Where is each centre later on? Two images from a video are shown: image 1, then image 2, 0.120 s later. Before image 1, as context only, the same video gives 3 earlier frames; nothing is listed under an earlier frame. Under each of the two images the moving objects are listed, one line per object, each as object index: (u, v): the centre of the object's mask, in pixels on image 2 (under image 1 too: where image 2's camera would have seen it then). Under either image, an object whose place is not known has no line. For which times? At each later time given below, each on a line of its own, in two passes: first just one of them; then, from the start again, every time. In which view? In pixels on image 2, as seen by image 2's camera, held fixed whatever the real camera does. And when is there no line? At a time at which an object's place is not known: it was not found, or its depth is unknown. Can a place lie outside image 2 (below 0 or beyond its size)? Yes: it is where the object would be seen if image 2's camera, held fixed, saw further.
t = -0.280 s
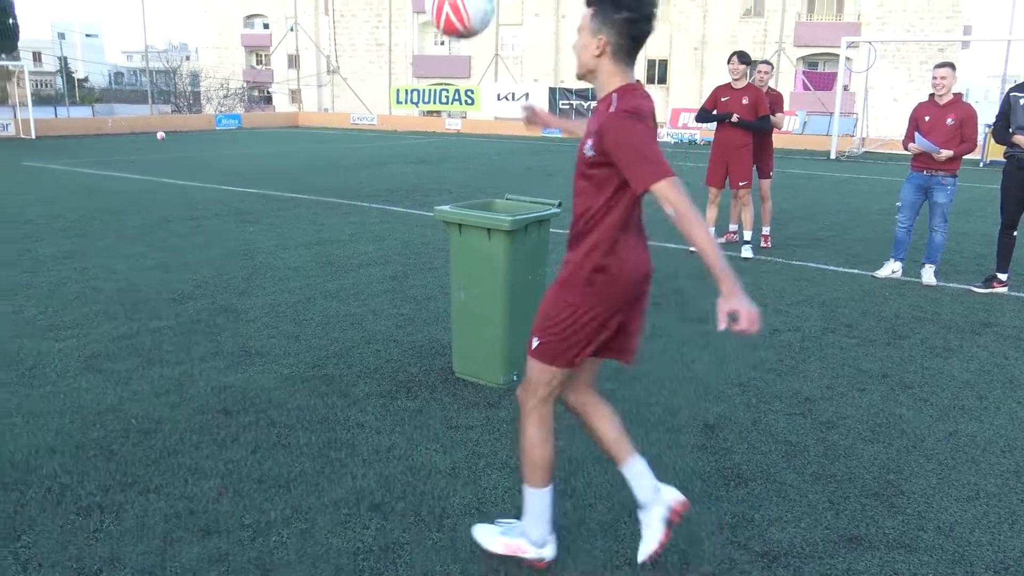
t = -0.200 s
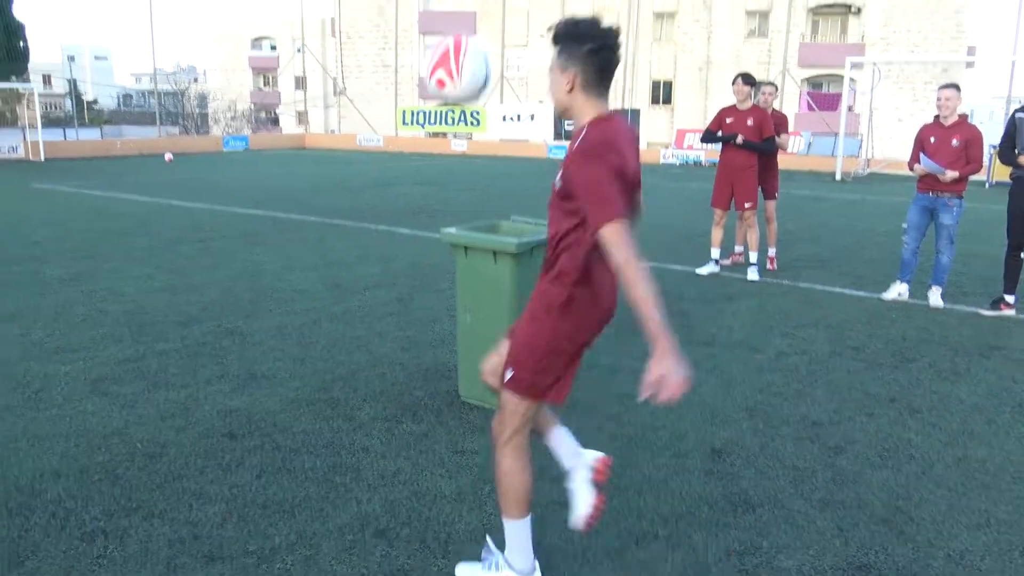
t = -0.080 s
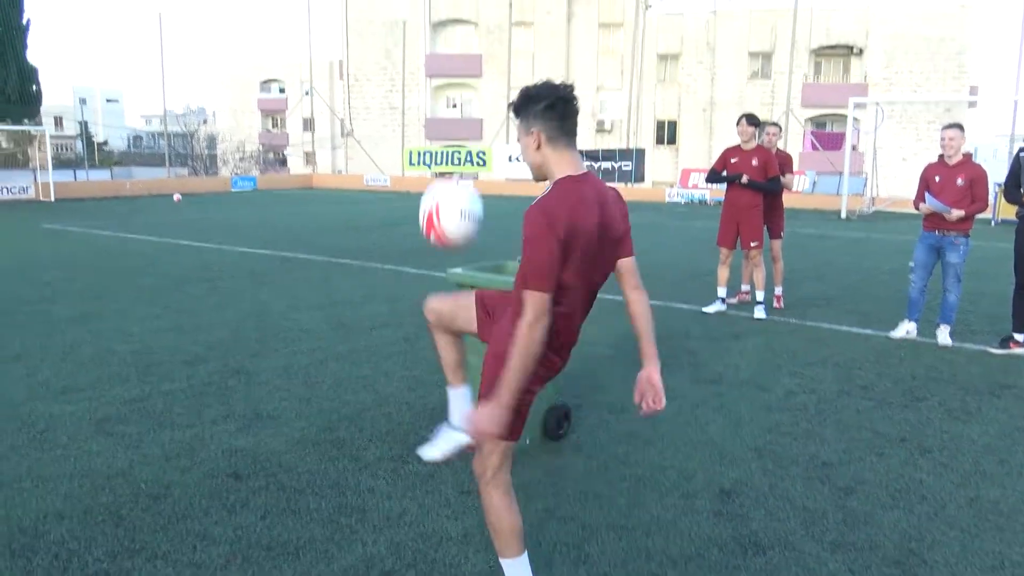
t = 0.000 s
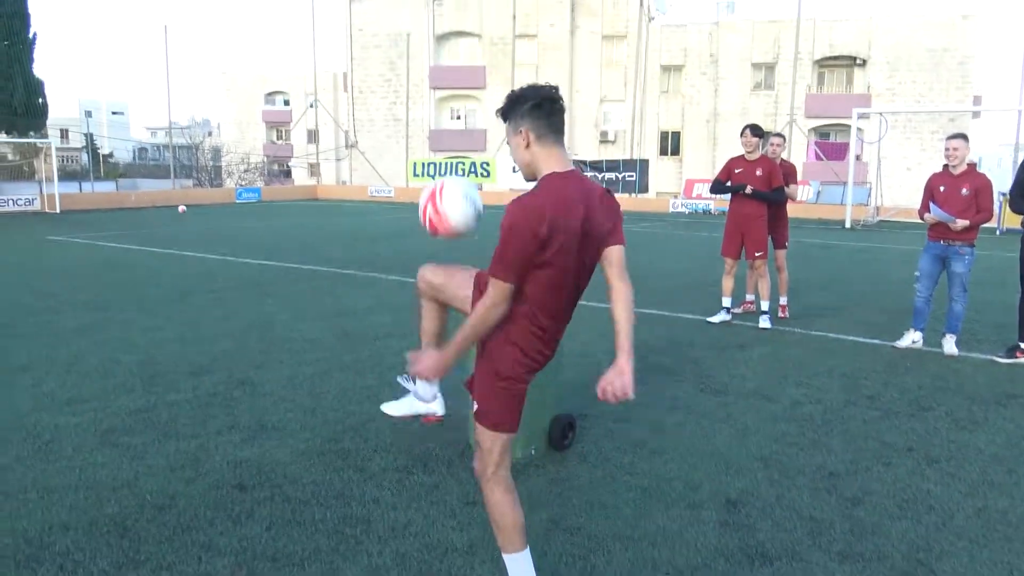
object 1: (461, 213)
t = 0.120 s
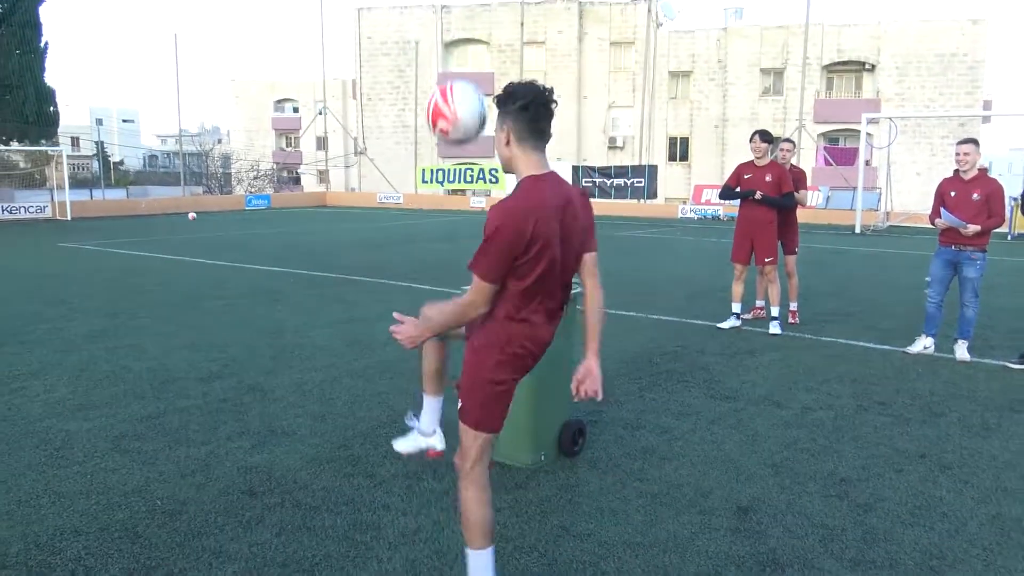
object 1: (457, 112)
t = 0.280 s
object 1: (452, 38)
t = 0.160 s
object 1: (455, 88)
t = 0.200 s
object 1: (454, 66)
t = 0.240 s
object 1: (453, 50)
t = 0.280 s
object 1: (452, 38)
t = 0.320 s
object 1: (452, 31)
